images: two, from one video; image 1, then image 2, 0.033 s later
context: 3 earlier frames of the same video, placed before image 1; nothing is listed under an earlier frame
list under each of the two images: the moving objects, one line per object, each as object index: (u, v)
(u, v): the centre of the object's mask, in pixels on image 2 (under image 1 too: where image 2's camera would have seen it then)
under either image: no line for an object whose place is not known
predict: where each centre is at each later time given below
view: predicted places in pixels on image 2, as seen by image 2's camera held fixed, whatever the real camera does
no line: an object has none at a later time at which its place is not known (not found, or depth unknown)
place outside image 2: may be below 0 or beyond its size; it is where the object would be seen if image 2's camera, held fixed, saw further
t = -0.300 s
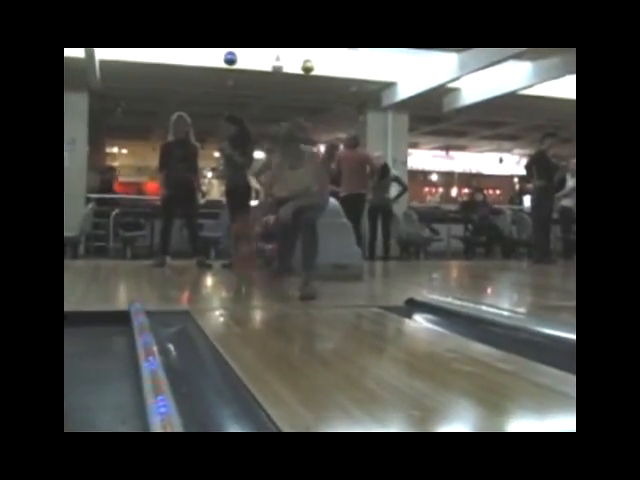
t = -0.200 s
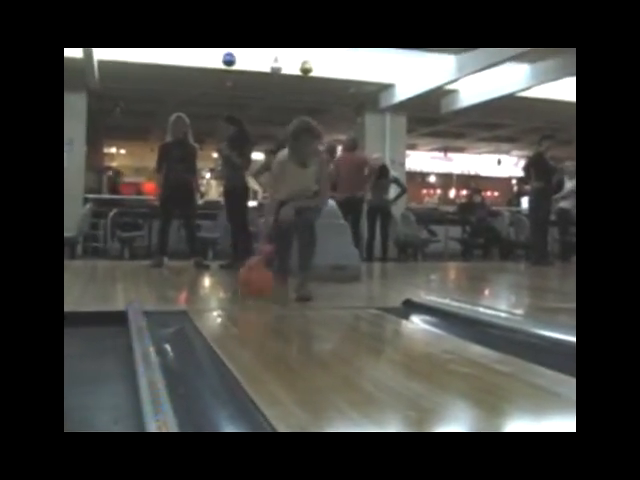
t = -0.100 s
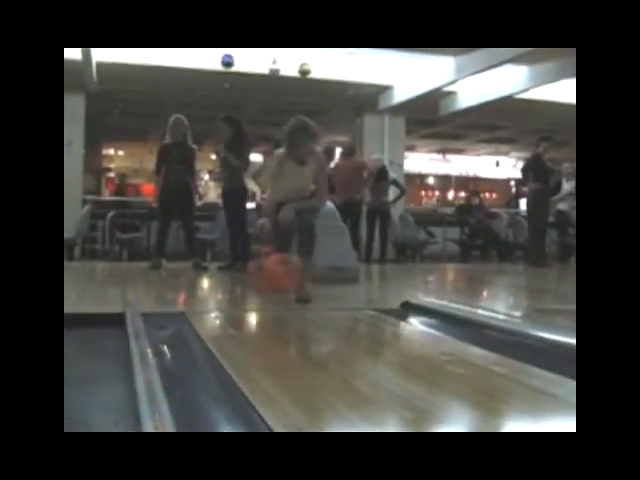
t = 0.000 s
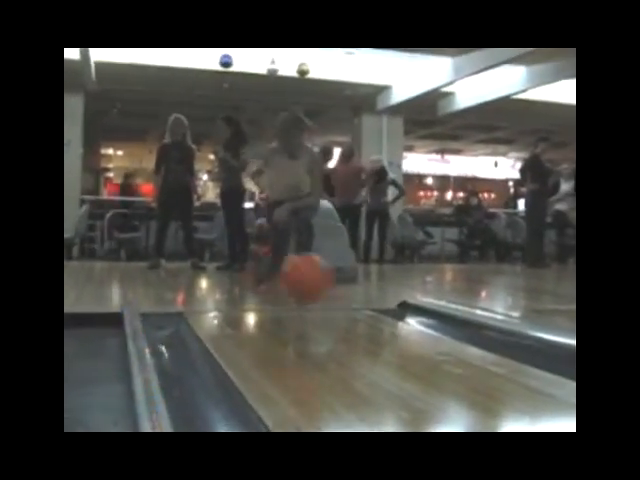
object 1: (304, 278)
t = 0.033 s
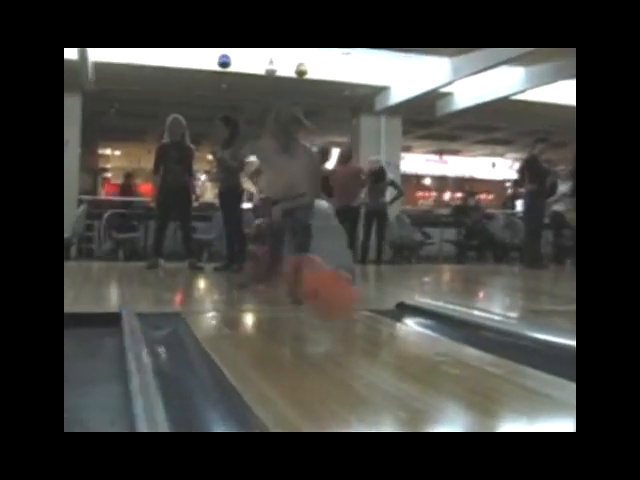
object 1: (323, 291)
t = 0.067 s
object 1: (333, 299)
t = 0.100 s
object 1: (356, 316)
